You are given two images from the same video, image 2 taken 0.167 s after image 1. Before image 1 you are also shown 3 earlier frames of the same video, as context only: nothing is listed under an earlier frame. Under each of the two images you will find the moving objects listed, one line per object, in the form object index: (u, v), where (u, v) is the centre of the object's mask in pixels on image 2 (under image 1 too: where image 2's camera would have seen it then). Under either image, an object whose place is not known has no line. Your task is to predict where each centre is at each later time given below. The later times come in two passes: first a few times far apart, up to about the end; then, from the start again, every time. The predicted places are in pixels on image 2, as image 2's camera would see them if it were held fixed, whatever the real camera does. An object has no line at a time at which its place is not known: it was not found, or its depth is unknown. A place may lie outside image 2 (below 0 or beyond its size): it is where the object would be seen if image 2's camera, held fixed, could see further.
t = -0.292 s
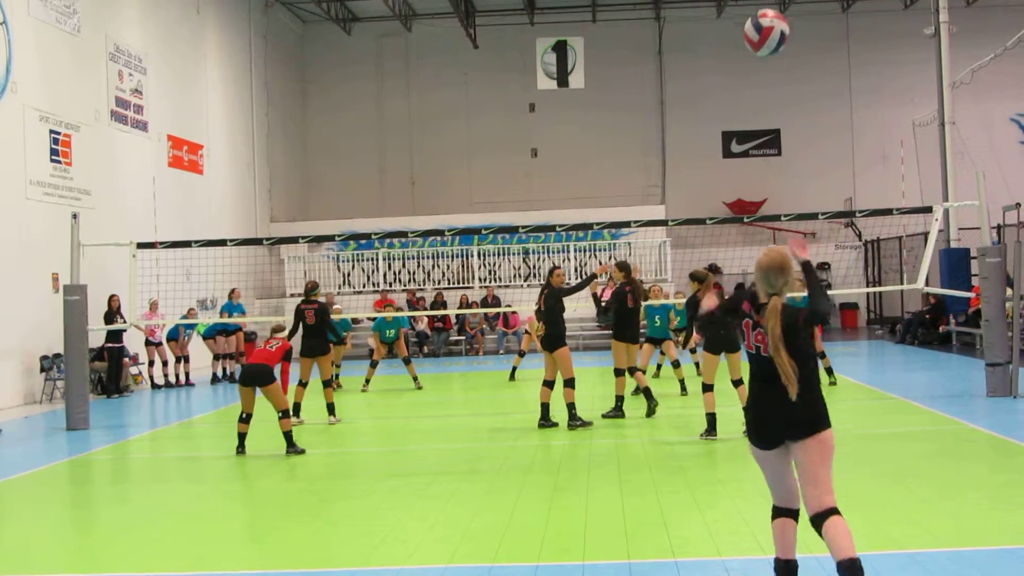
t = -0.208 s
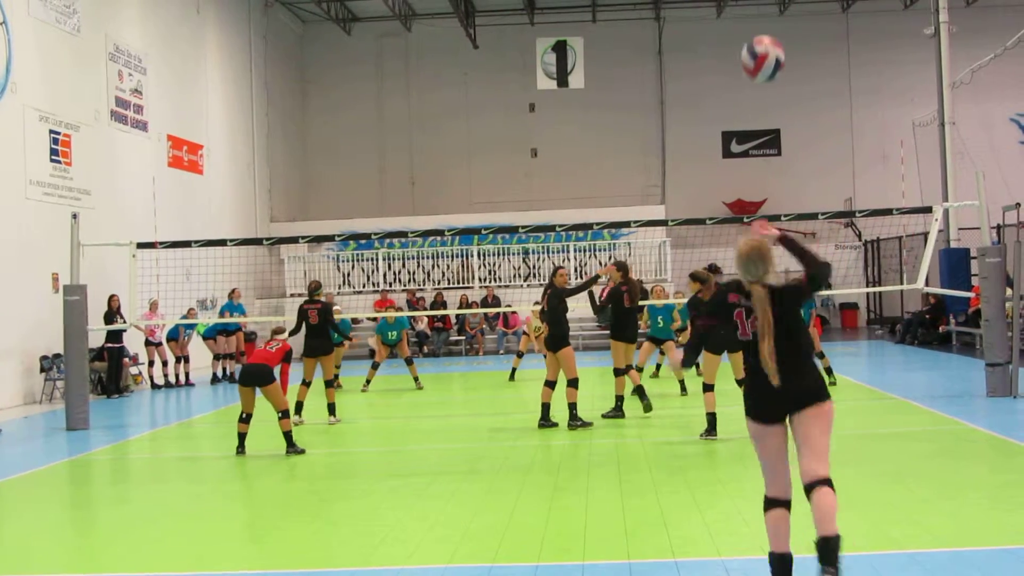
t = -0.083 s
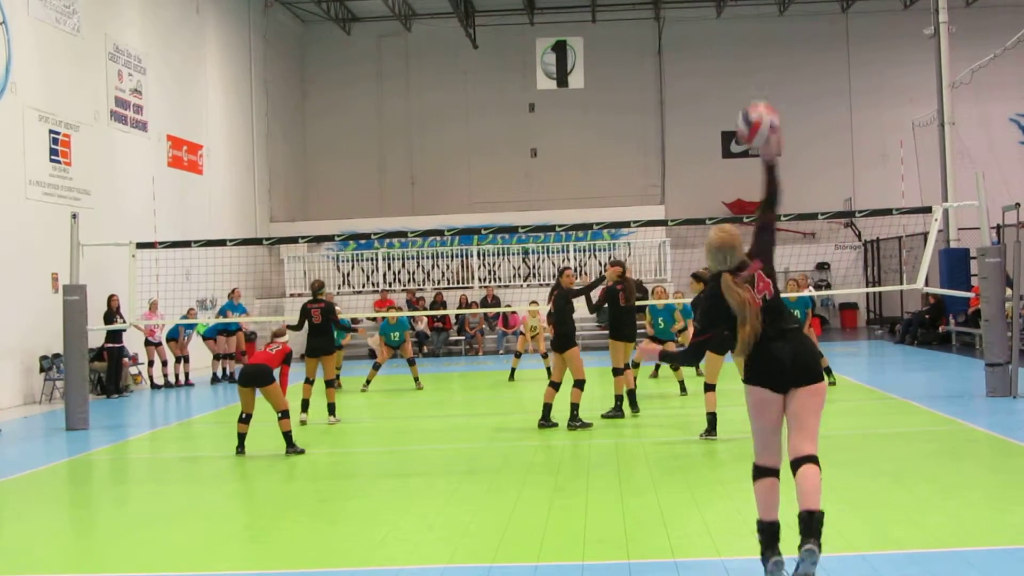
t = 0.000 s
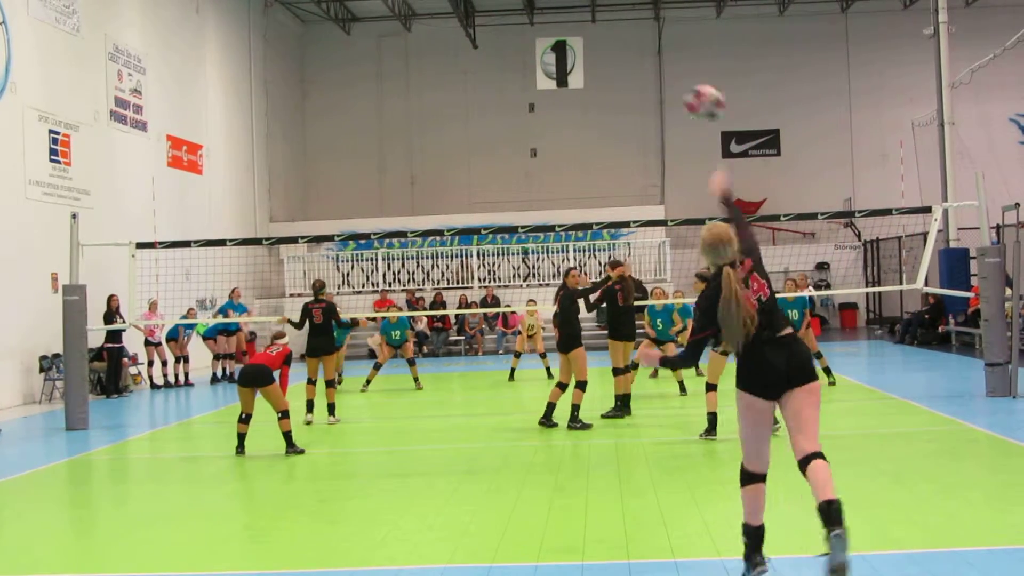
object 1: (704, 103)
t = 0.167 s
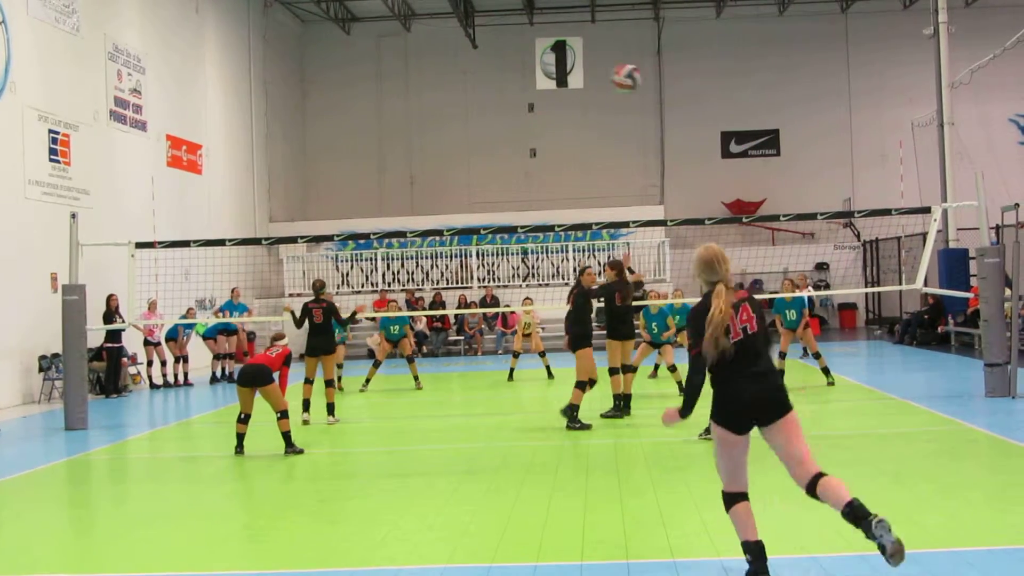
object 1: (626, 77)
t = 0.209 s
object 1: (614, 79)
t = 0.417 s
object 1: (581, 113)
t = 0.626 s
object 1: (566, 165)
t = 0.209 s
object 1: (614, 79)
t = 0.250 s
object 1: (604, 83)
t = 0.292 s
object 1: (597, 89)
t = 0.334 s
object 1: (591, 97)
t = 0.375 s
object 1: (586, 104)
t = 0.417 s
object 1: (581, 113)
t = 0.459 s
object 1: (576, 122)
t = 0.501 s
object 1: (573, 132)
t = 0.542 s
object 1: (570, 143)
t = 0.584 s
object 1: (568, 152)
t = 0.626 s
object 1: (566, 165)
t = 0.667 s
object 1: (564, 176)
